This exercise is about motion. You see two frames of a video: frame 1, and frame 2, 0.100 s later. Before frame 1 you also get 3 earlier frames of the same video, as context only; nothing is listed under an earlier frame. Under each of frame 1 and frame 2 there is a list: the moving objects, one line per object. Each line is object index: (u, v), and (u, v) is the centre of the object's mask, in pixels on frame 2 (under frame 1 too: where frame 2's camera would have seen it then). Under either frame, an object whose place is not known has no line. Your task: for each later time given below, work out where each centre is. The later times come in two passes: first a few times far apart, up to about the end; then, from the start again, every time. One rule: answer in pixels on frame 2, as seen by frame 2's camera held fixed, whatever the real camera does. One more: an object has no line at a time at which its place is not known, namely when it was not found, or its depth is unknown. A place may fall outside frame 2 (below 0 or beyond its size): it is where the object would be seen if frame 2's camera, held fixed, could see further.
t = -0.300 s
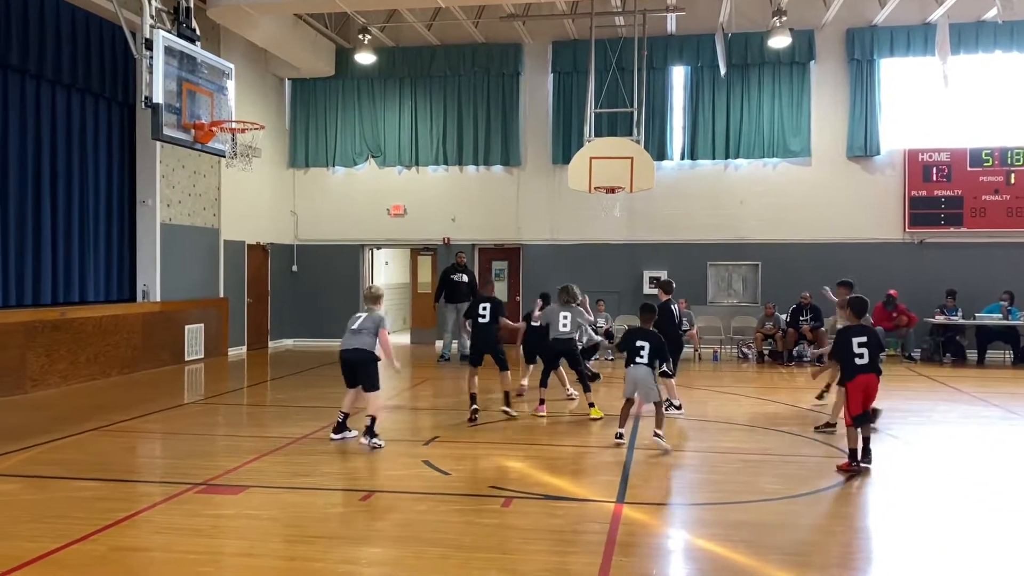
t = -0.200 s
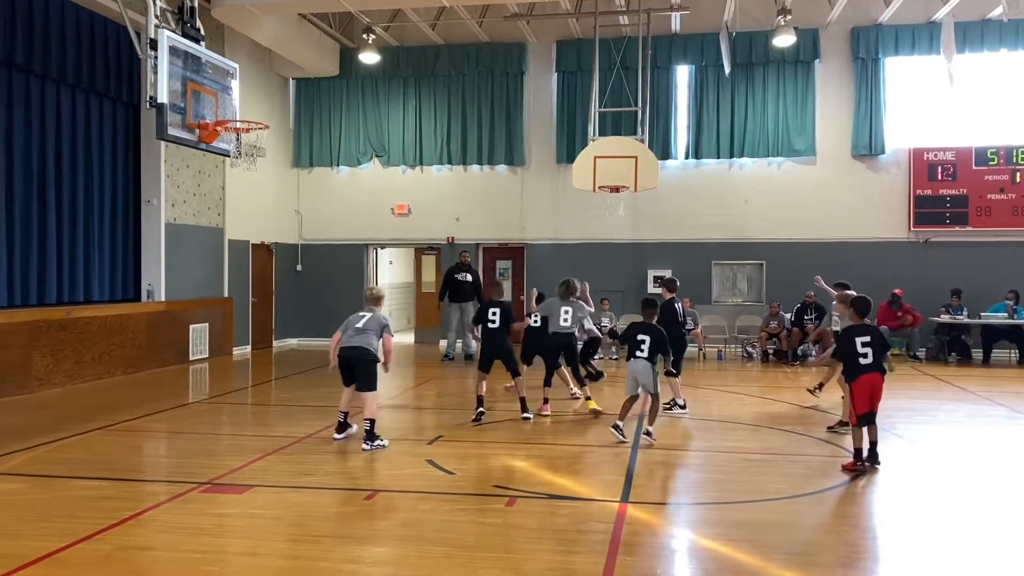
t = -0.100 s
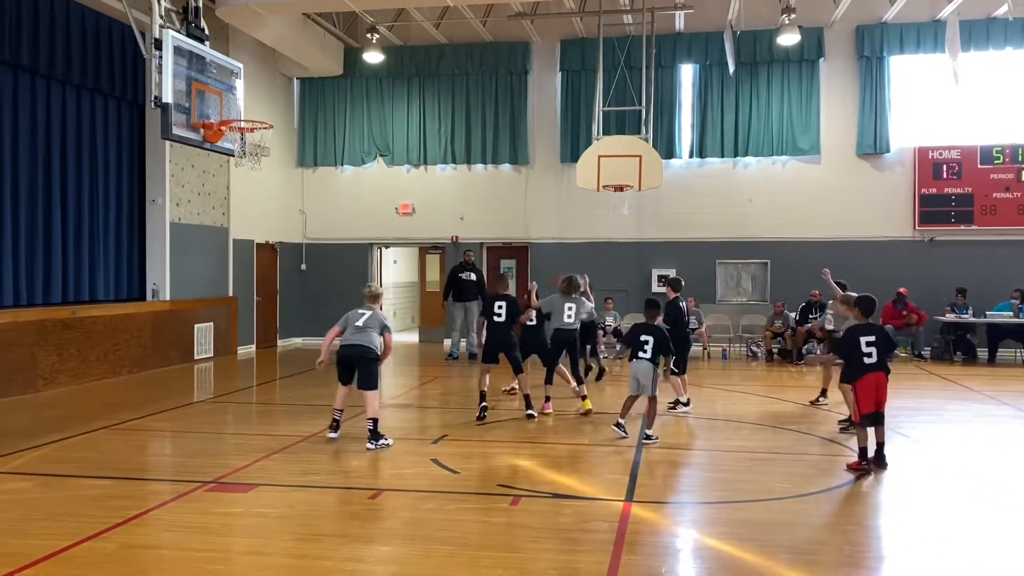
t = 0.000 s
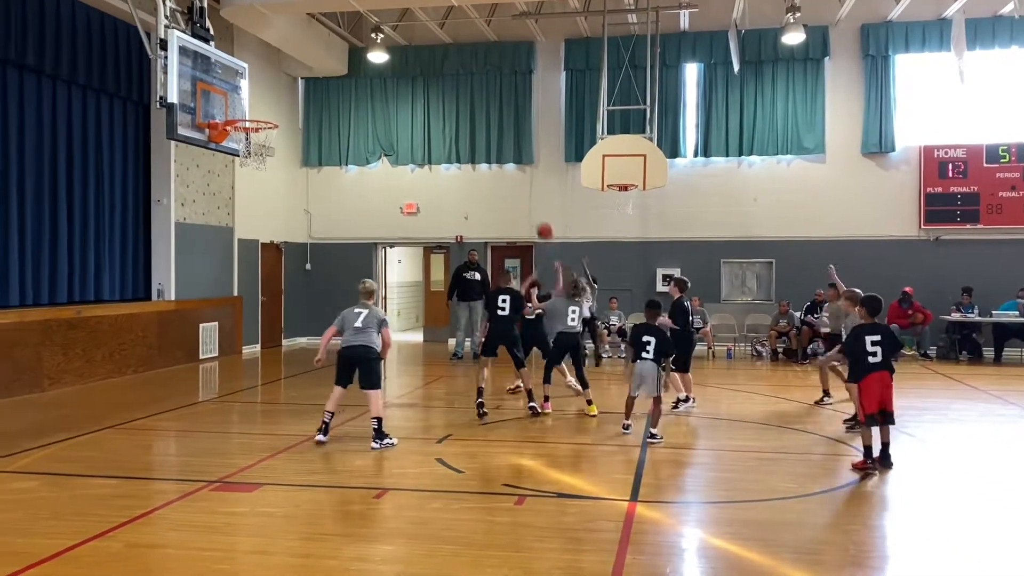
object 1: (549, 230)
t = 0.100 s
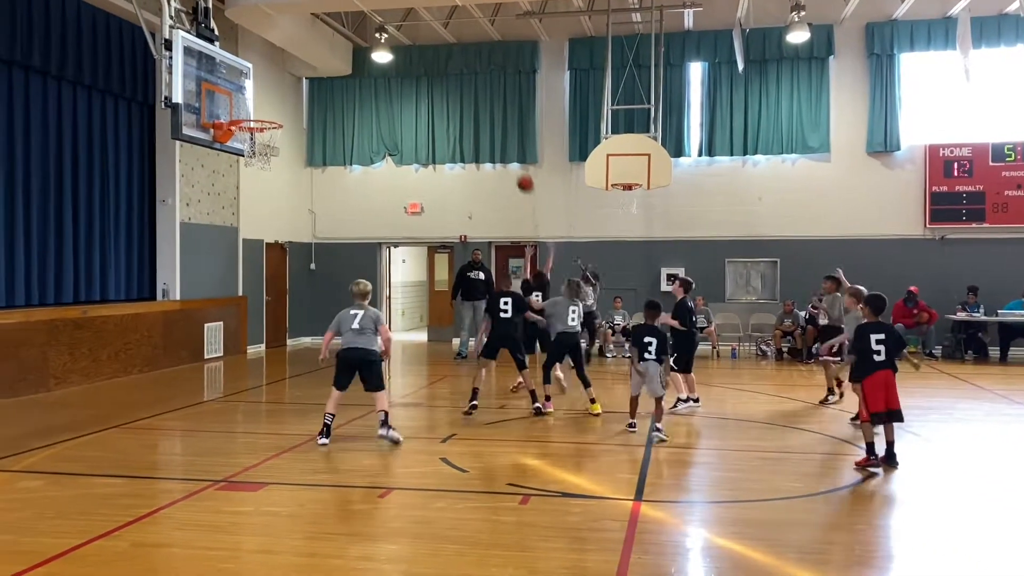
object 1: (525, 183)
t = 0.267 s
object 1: (485, 115)
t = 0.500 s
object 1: (419, 50)
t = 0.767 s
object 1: (334, 26)
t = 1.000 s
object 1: (248, 62)
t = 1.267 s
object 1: (266, 87)
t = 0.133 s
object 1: (518, 168)
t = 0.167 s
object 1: (511, 154)
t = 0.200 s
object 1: (502, 141)
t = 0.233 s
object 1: (493, 128)
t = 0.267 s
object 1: (485, 115)
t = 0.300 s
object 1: (476, 103)
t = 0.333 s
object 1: (467, 92)
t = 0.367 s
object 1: (458, 82)
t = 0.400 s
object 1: (449, 73)
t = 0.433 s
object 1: (439, 64)
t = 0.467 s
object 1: (429, 56)
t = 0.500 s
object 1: (419, 50)
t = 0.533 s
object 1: (409, 42)
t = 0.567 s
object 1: (399, 38)
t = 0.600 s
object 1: (388, 34)
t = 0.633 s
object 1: (378, 31)
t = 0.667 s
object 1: (369, 25)
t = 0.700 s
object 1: (358, 25)
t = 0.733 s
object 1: (345, 26)
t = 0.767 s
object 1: (334, 26)
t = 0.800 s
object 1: (321, 28)
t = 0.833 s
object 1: (309, 31)
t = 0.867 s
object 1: (296, 34)
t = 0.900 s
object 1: (284, 40)
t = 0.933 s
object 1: (272, 46)
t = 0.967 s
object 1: (261, 53)
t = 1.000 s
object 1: (248, 62)
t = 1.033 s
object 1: (234, 72)
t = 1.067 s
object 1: (233, 79)
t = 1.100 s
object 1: (235, 88)
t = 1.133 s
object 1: (237, 97)
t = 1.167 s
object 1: (238, 107)
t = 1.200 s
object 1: (247, 104)
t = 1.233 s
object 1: (257, 95)
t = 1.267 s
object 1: (266, 87)
